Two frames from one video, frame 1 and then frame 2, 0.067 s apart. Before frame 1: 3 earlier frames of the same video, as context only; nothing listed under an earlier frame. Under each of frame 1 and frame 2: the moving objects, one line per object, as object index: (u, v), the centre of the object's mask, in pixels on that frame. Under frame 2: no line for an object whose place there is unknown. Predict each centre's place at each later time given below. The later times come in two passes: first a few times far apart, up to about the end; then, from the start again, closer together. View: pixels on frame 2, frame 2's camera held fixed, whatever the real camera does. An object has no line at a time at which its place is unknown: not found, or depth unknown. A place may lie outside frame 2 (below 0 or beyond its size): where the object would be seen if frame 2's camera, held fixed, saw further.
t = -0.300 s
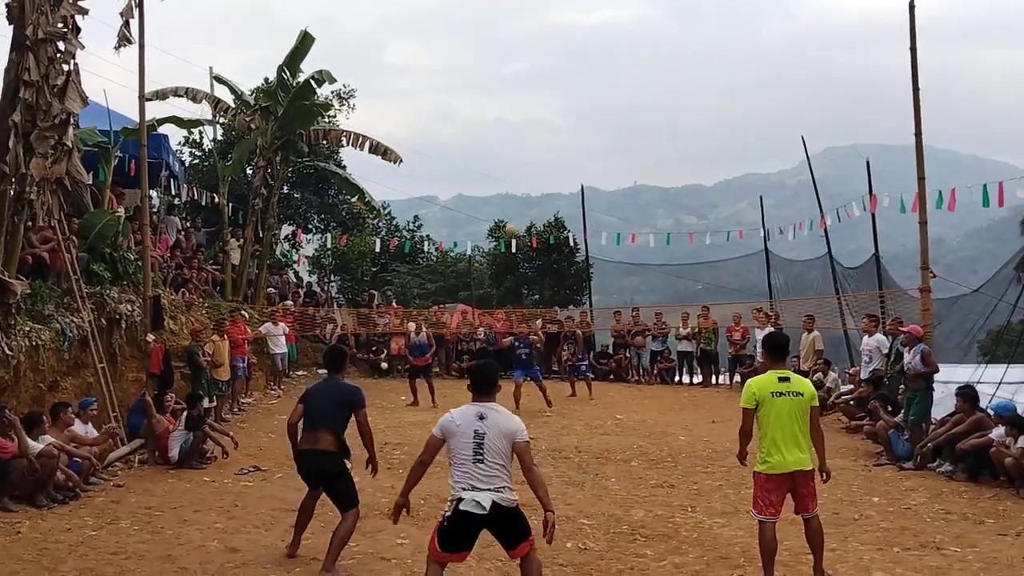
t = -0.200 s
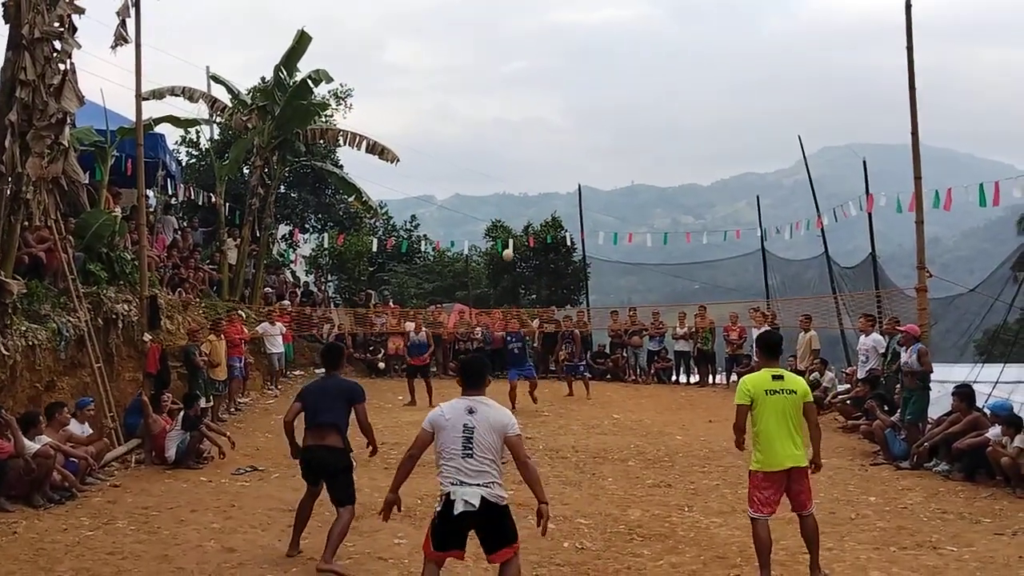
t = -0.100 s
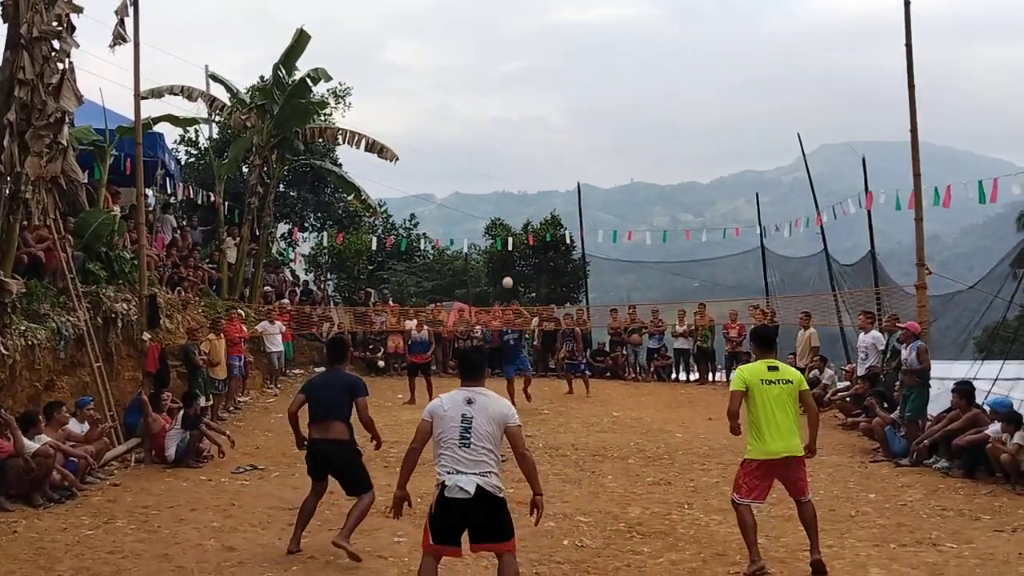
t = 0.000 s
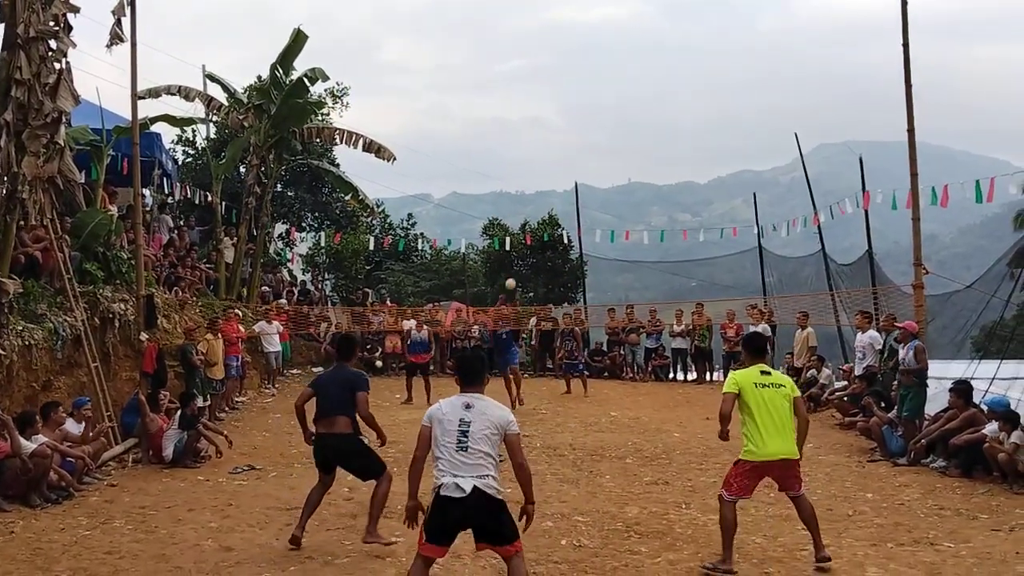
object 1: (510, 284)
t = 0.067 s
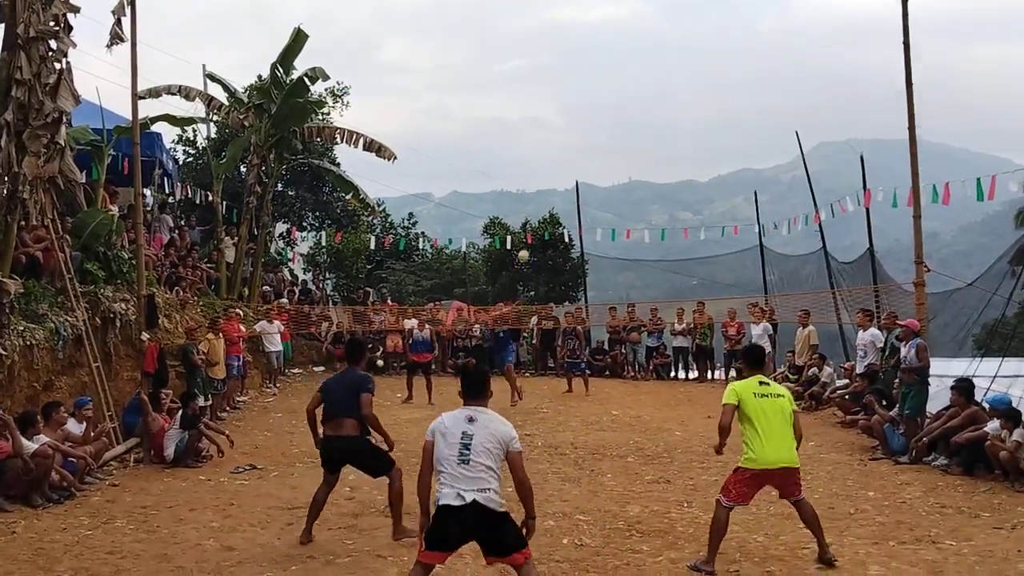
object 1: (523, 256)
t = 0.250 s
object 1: (560, 187)
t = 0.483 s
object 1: (625, 112)
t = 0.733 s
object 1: (723, 60)
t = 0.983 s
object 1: (880, 68)
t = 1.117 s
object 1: (1016, 122)
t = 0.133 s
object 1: (535, 230)
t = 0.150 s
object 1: (538, 223)
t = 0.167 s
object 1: (544, 216)
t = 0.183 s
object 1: (547, 211)
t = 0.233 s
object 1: (557, 193)
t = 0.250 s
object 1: (560, 187)
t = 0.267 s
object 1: (565, 181)
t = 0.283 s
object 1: (569, 175)
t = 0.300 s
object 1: (573, 170)
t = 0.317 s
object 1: (576, 164)
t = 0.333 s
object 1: (581, 158)
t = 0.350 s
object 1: (585, 153)
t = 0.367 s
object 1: (590, 147)
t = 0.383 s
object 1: (594, 142)
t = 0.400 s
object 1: (599, 136)
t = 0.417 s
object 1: (603, 131)
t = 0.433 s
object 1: (608, 127)
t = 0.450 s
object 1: (614, 122)
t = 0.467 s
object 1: (619, 117)
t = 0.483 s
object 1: (625, 112)
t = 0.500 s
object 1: (630, 107)
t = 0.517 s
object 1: (635, 102)
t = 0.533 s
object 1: (641, 98)
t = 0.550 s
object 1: (646, 94)
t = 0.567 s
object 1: (653, 90)
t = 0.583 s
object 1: (659, 86)
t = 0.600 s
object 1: (666, 82)
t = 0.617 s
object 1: (672, 79)
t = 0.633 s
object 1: (679, 75)
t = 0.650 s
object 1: (686, 72)
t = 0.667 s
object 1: (692, 70)
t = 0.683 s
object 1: (700, 67)
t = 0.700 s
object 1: (707, 65)
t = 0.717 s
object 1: (715, 62)
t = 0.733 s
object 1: (723, 60)
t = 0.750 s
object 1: (731, 58)
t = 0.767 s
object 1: (740, 57)
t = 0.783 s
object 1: (749, 55)
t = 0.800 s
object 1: (758, 54)
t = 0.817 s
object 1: (768, 53)
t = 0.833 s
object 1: (777, 53)
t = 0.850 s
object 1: (786, 53)
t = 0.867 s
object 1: (796, 53)
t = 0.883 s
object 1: (807, 54)
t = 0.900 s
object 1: (818, 55)
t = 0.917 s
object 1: (830, 57)
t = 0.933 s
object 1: (842, 59)
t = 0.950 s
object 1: (854, 61)
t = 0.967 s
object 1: (867, 65)
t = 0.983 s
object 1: (880, 68)
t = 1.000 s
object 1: (895, 73)
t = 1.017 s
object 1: (909, 77)
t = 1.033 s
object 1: (925, 83)
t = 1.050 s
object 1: (942, 89)
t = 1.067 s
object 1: (959, 96)
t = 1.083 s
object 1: (977, 104)
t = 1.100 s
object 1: (996, 113)
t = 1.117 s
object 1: (1016, 122)
